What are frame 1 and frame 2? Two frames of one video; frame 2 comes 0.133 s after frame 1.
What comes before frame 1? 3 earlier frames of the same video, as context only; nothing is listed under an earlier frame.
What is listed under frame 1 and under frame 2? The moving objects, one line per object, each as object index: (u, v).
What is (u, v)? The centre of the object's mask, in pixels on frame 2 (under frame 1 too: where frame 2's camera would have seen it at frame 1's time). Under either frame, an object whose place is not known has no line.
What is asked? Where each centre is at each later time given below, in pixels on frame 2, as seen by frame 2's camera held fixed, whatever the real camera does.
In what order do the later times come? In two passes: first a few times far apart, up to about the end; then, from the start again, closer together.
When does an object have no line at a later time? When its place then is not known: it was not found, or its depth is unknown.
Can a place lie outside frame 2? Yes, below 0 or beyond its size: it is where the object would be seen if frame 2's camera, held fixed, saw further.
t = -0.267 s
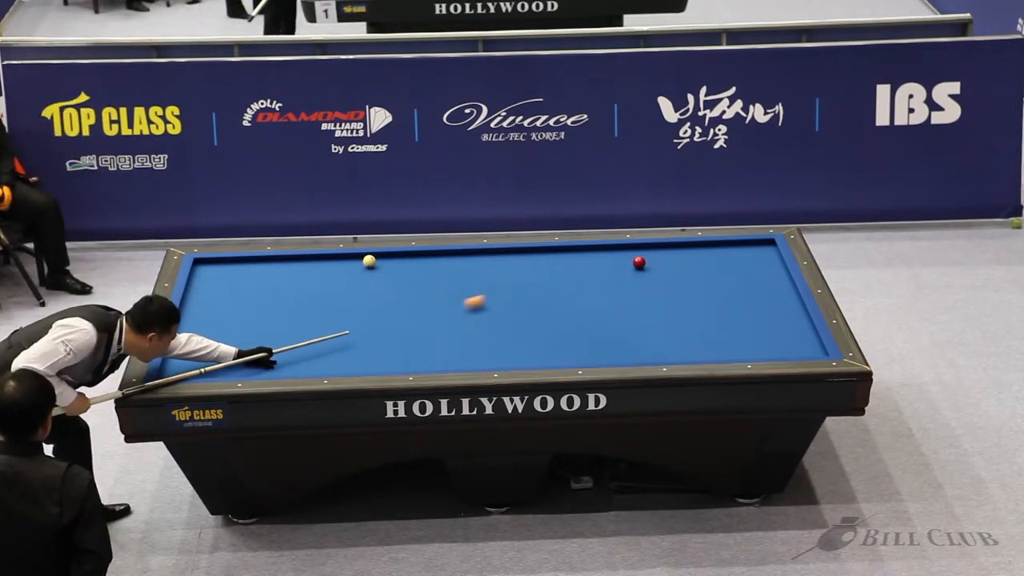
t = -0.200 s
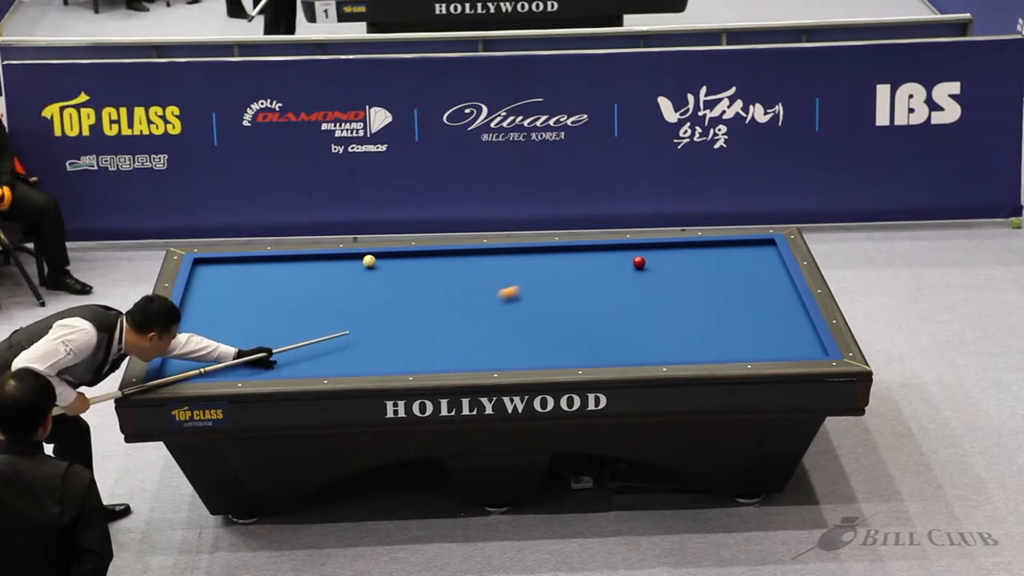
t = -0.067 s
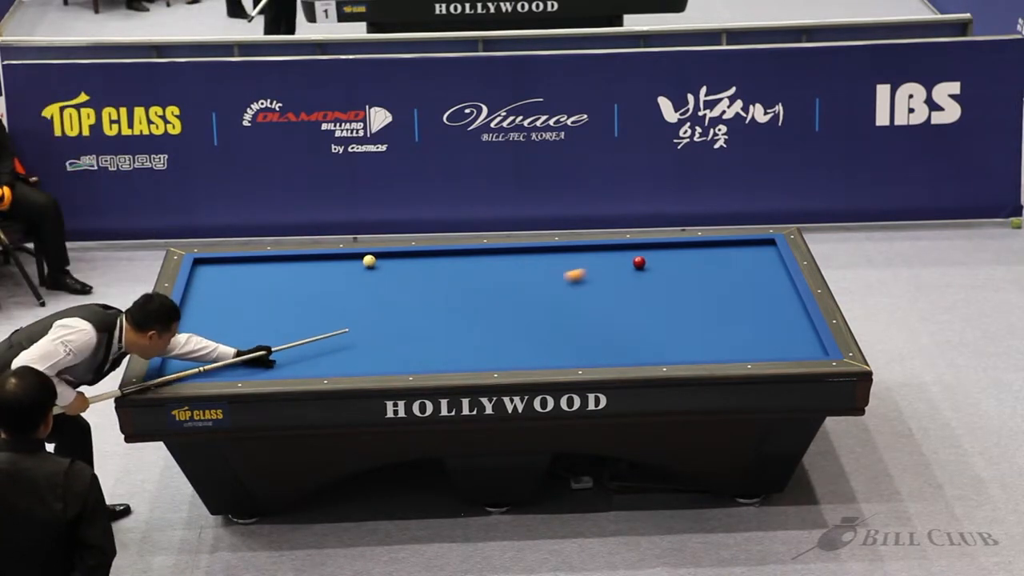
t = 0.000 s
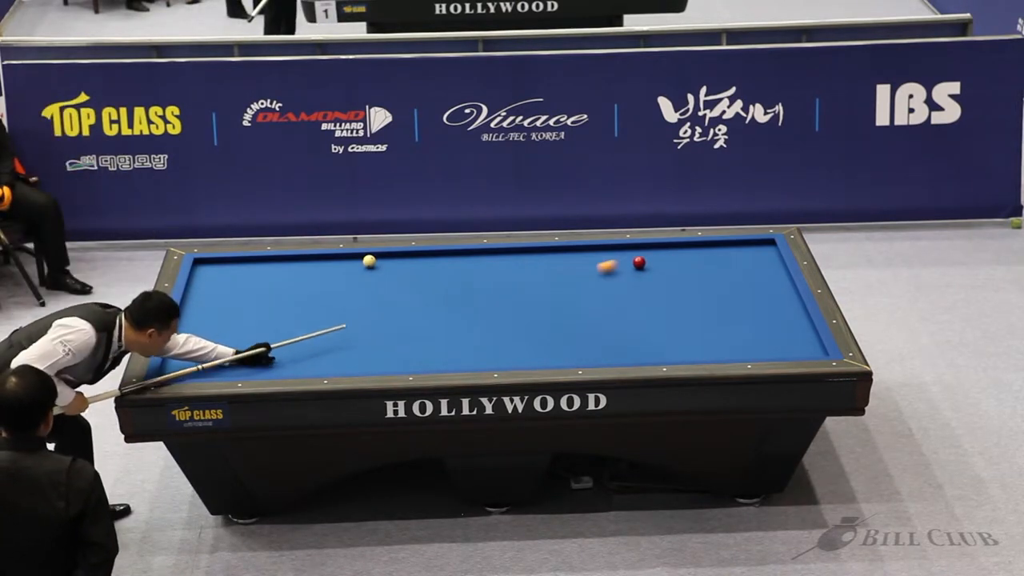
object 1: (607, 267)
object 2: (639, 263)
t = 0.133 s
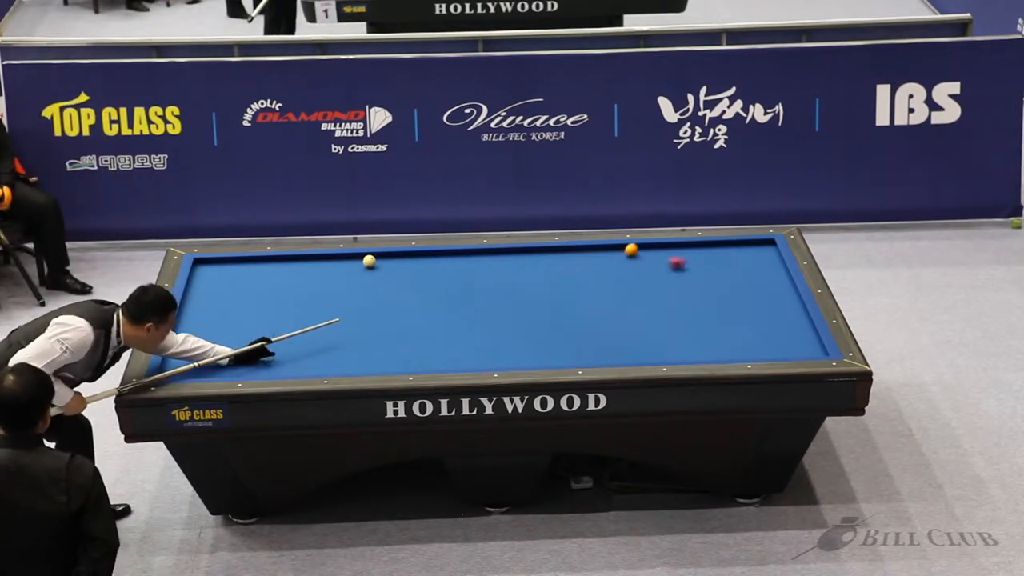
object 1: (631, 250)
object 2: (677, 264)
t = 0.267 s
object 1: (649, 255)
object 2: (725, 264)
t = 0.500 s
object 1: (694, 274)
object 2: (766, 265)
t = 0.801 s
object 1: (760, 295)
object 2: (711, 268)
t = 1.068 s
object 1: (789, 315)
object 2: (668, 271)
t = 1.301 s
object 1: (769, 333)
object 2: (631, 273)
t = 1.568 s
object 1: (746, 353)
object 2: (590, 276)
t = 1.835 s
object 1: (707, 347)
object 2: (549, 279)
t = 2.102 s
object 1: (669, 337)
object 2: (510, 281)
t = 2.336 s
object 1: (637, 328)
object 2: (475, 283)
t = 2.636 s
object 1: (598, 317)
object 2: (432, 286)
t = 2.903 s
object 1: (565, 308)
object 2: (394, 289)
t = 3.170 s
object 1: (533, 300)
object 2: (356, 291)
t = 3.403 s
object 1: (507, 293)
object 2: (324, 293)
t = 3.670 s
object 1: (477, 285)
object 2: (288, 295)
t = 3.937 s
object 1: (449, 278)
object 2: (253, 297)
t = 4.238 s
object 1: (419, 269)
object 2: (213, 300)
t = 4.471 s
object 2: (189, 301)
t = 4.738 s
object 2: (210, 301)
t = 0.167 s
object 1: (633, 247)
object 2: (689, 263)
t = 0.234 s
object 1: (644, 252)
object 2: (714, 264)
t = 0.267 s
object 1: (649, 255)
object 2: (725, 264)
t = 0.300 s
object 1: (655, 259)
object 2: (737, 264)
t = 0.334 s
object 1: (661, 261)
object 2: (748, 264)
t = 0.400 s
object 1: (674, 267)
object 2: (768, 265)
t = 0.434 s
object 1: (680, 270)
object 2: (778, 265)
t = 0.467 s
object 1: (687, 272)
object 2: (774, 265)
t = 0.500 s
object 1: (694, 274)
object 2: (766, 265)
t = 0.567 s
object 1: (709, 279)
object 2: (751, 266)
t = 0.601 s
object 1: (716, 281)
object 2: (744, 266)
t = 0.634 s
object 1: (723, 283)
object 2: (738, 267)
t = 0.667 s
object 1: (731, 286)
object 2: (732, 267)
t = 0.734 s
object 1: (745, 290)
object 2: (721, 268)
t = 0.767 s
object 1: (753, 293)
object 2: (716, 268)
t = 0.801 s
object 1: (760, 295)
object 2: (711, 268)
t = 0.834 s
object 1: (767, 298)
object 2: (705, 269)
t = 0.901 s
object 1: (783, 302)
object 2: (694, 269)
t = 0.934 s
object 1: (790, 305)
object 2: (689, 270)
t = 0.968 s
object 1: (797, 307)
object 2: (684, 270)
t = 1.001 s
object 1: (797, 310)
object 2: (678, 271)
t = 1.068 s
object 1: (789, 315)
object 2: (668, 271)
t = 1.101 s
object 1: (785, 318)
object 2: (663, 271)
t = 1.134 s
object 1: (783, 320)
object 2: (657, 272)
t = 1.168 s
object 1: (780, 323)
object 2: (652, 272)
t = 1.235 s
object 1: (775, 328)
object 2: (642, 273)
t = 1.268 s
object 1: (772, 331)
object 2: (636, 273)
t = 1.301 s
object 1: (769, 333)
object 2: (631, 273)
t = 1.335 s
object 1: (766, 336)
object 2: (626, 274)
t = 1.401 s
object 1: (760, 341)
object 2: (616, 274)
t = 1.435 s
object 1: (758, 344)
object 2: (611, 275)
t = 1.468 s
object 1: (755, 347)
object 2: (605, 275)
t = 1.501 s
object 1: (752, 350)
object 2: (600, 276)
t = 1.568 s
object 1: (746, 353)
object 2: (590, 276)
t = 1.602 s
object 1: (742, 354)
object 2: (585, 277)
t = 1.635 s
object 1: (738, 354)
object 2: (580, 277)
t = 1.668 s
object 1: (732, 353)
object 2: (575, 277)
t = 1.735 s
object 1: (722, 351)
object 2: (564, 278)
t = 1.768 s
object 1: (717, 350)
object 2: (560, 278)
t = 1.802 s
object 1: (712, 348)
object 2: (554, 279)
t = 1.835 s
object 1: (707, 347)
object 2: (549, 279)
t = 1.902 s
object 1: (698, 344)
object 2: (539, 280)
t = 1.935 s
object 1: (693, 343)
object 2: (534, 280)
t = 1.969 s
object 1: (688, 342)
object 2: (530, 280)
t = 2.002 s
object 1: (683, 340)
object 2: (524, 280)
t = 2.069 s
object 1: (674, 338)
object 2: (515, 281)
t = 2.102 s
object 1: (669, 337)
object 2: (510, 281)
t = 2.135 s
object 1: (664, 335)
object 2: (505, 282)
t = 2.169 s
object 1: (660, 334)
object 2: (500, 282)
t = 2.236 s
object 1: (651, 332)
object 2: (490, 283)
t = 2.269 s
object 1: (646, 331)
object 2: (485, 283)
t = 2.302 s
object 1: (642, 329)
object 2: (480, 283)
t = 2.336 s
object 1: (637, 328)
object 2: (475, 283)
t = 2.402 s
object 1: (628, 325)
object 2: (465, 284)
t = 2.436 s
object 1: (624, 324)
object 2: (461, 284)
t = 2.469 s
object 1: (620, 323)
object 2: (456, 285)
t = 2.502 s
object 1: (615, 322)
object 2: (451, 285)
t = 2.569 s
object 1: (606, 319)
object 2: (441, 286)
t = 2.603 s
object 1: (602, 318)
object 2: (437, 286)
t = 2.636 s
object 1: (598, 317)
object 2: (432, 286)
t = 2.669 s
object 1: (594, 316)
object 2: (427, 287)
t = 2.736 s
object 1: (585, 314)
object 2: (417, 287)
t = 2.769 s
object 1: (581, 313)
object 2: (413, 288)
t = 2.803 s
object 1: (577, 312)
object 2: (408, 288)
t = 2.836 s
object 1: (573, 311)
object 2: (403, 288)
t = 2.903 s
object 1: (565, 308)
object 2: (394, 289)
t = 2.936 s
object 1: (560, 307)
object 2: (389, 289)
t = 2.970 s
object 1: (557, 306)
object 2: (384, 289)
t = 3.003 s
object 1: (553, 305)
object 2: (380, 289)
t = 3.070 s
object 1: (545, 303)
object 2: (370, 290)
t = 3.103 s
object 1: (541, 302)
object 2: (366, 290)
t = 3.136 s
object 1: (537, 301)
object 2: (361, 290)
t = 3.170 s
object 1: (533, 300)
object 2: (356, 291)
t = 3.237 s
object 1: (525, 298)
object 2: (347, 291)
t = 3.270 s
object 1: (521, 297)
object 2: (343, 292)
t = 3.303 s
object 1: (518, 296)
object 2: (338, 292)
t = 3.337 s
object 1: (514, 295)
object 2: (334, 292)
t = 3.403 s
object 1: (507, 293)
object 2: (324, 293)
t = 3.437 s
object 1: (503, 292)
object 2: (320, 293)
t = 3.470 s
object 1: (499, 291)
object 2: (315, 293)
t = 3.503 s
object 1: (495, 290)
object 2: (311, 294)
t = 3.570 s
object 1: (488, 288)
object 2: (301, 294)
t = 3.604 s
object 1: (485, 287)
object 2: (297, 295)
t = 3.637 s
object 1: (481, 286)
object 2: (293, 295)
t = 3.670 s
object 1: (477, 285)
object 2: (288, 295)
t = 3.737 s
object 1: (470, 283)
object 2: (279, 295)
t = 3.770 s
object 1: (467, 282)
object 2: (275, 296)
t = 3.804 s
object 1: (463, 281)
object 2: (271, 296)
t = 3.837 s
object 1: (460, 280)
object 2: (266, 296)
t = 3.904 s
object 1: (453, 278)
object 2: (257, 297)
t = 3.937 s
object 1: (449, 278)
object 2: (253, 297)
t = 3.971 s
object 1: (445, 276)
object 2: (248, 297)
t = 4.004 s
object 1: (442, 276)
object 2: (244, 297)
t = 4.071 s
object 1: (436, 274)
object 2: (235, 298)
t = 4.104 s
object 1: (432, 273)
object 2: (231, 299)
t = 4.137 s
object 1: (429, 272)
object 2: (226, 299)
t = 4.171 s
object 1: (425, 271)
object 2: (222, 299)
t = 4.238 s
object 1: (419, 269)
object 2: (213, 300)
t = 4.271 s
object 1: (416, 269)
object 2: (209, 300)
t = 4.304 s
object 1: (412, 268)
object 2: (205, 300)
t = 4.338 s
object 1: (409, 267)
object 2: (200, 300)
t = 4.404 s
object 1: (403, 265)
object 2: (192, 301)
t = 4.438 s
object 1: (399, 264)
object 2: (188, 301)
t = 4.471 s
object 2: (189, 301)
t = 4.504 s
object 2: (193, 301)
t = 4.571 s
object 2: (198, 301)
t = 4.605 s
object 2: (200, 301)
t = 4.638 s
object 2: (203, 301)
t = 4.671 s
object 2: (205, 301)
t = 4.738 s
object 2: (210, 301)
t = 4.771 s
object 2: (212, 301)
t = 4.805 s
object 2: (215, 301)
